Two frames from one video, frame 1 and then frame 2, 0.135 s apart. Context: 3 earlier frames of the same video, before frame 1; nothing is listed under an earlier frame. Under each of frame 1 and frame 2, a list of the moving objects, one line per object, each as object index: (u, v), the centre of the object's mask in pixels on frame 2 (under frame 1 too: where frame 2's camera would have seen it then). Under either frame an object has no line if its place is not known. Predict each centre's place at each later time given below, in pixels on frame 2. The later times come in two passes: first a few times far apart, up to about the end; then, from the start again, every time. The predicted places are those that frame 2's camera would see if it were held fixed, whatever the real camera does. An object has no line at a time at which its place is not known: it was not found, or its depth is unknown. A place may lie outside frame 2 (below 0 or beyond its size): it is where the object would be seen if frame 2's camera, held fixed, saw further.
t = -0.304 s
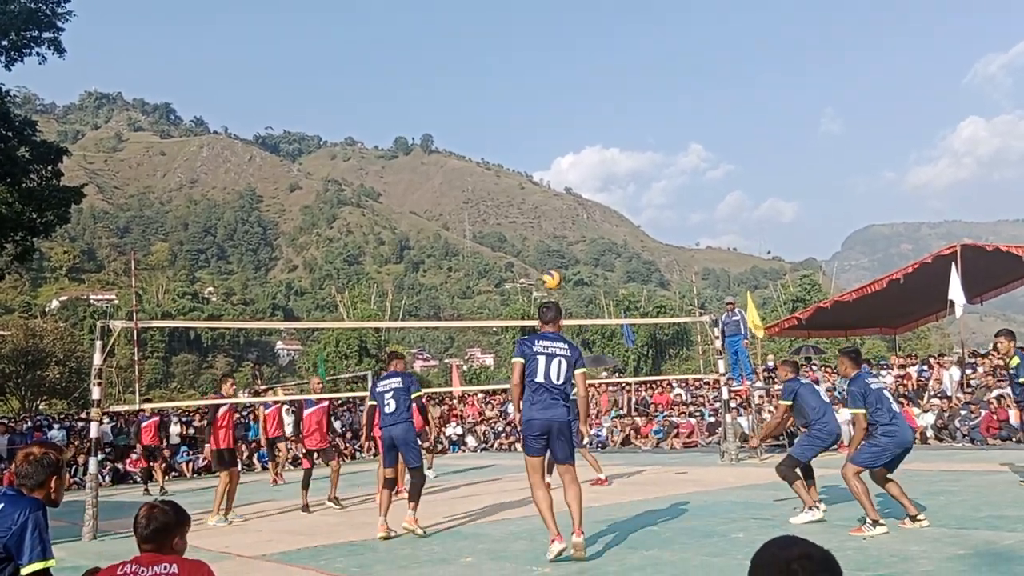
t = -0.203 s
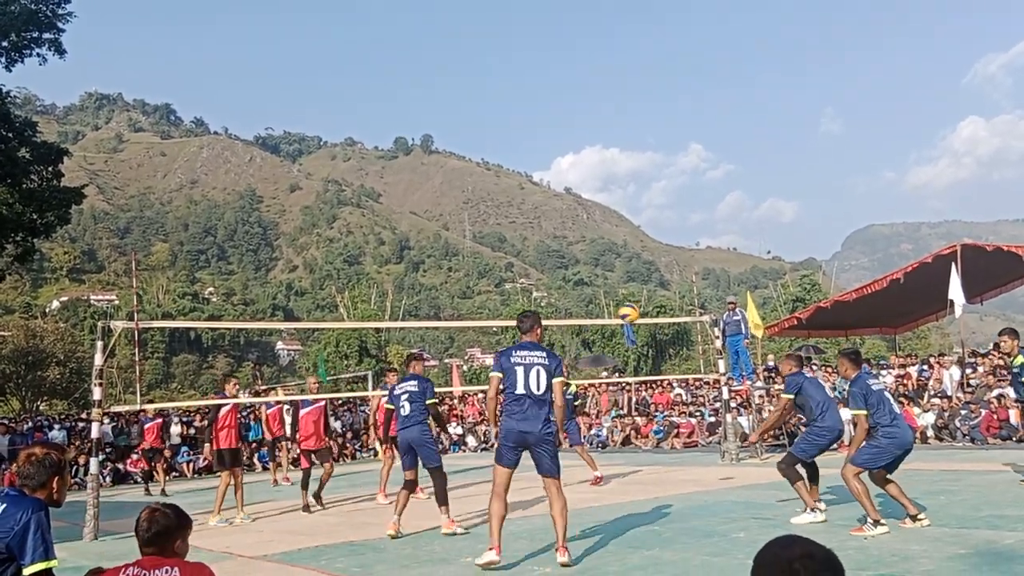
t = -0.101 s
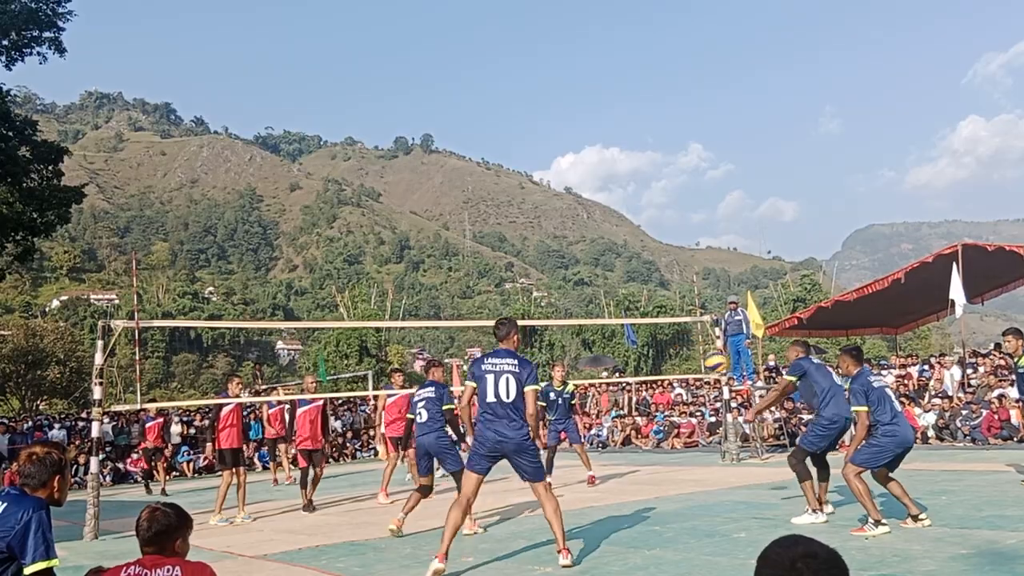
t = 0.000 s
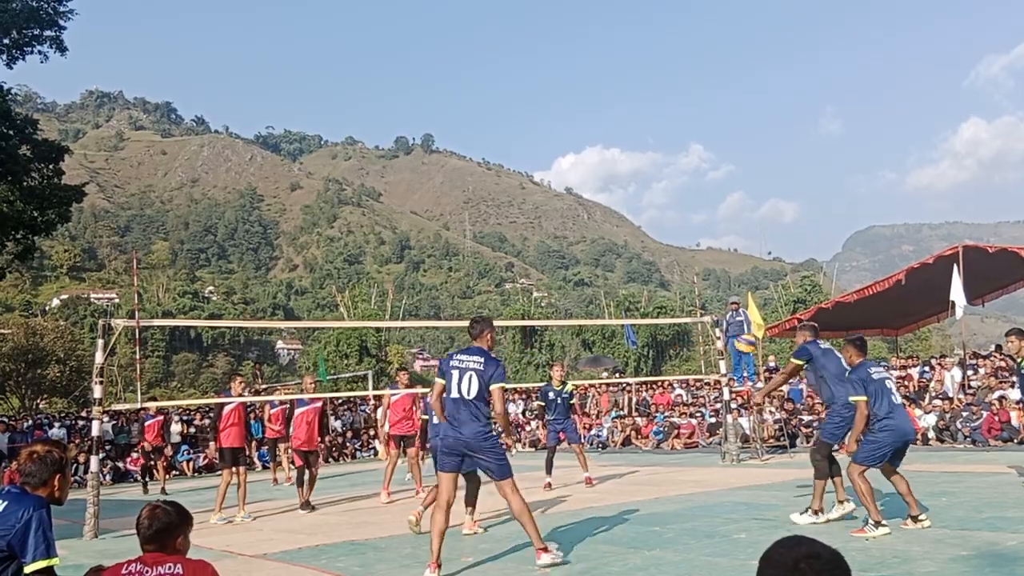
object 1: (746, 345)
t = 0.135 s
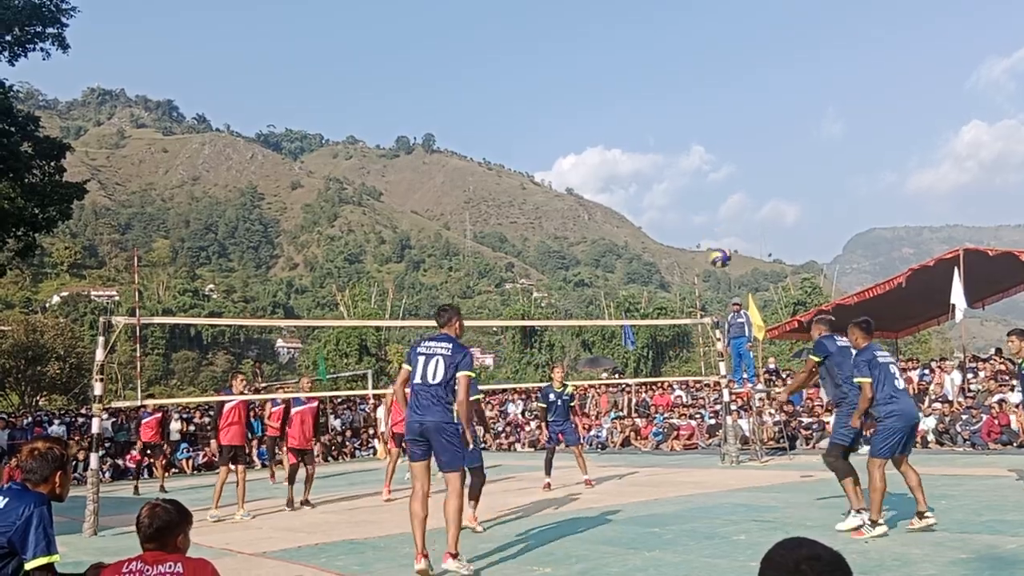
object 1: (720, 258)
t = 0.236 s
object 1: (705, 206)
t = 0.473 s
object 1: (676, 134)
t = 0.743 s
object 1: (651, 115)
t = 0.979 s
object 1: (634, 151)
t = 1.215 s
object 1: (623, 231)
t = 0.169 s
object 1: (715, 239)
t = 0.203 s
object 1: (709, 222)
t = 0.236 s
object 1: (705, 206)
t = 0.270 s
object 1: (700, 192)
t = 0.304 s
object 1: (696, 179)
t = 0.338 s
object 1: (692, 168)
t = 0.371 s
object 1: (688, 157)
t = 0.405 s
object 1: (684, 148)
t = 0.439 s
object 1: (680, 140)
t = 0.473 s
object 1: (676, 134)
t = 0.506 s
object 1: (672, 128)
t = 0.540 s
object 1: (669, 122)
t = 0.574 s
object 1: (665, 119)
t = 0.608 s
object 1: (662, 116)
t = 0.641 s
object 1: (659, 114)
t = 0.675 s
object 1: (656, 113)
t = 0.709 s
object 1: (654, 114)
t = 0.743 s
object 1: (651, 115)
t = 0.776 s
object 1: (649, 117)
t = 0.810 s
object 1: (646, 121)
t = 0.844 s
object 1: (643, 125)
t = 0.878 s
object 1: (641, 130)
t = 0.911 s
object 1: (638, 136)
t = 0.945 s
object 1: (636, 143)
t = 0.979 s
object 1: (634, 151)
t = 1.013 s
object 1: (632, 159)
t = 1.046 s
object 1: (630, 170)
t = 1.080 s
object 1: (629, 180)
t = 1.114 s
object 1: (627, 191)
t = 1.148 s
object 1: (625, 204)
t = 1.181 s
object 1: (624, 218)
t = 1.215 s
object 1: (623, 231)
